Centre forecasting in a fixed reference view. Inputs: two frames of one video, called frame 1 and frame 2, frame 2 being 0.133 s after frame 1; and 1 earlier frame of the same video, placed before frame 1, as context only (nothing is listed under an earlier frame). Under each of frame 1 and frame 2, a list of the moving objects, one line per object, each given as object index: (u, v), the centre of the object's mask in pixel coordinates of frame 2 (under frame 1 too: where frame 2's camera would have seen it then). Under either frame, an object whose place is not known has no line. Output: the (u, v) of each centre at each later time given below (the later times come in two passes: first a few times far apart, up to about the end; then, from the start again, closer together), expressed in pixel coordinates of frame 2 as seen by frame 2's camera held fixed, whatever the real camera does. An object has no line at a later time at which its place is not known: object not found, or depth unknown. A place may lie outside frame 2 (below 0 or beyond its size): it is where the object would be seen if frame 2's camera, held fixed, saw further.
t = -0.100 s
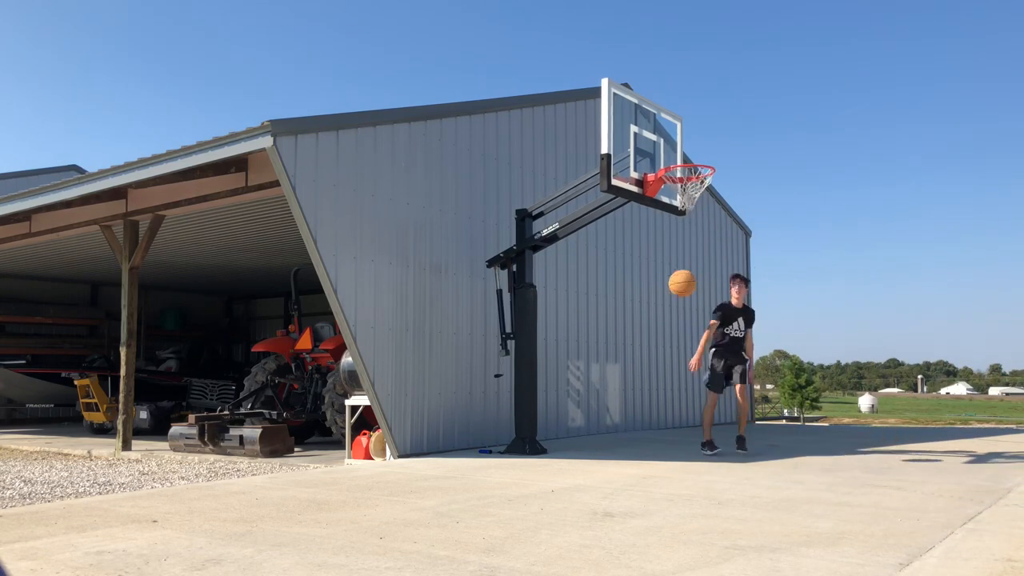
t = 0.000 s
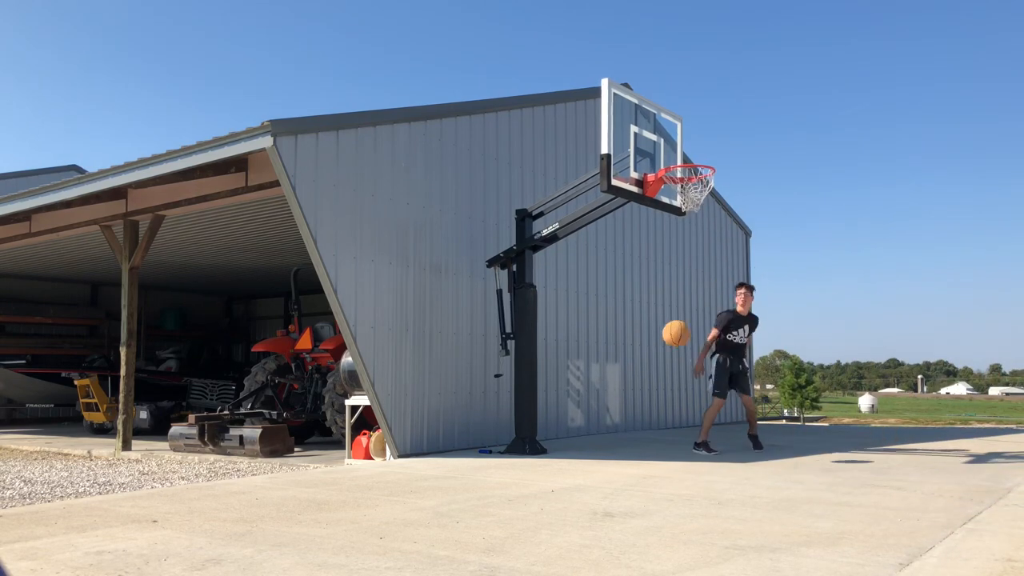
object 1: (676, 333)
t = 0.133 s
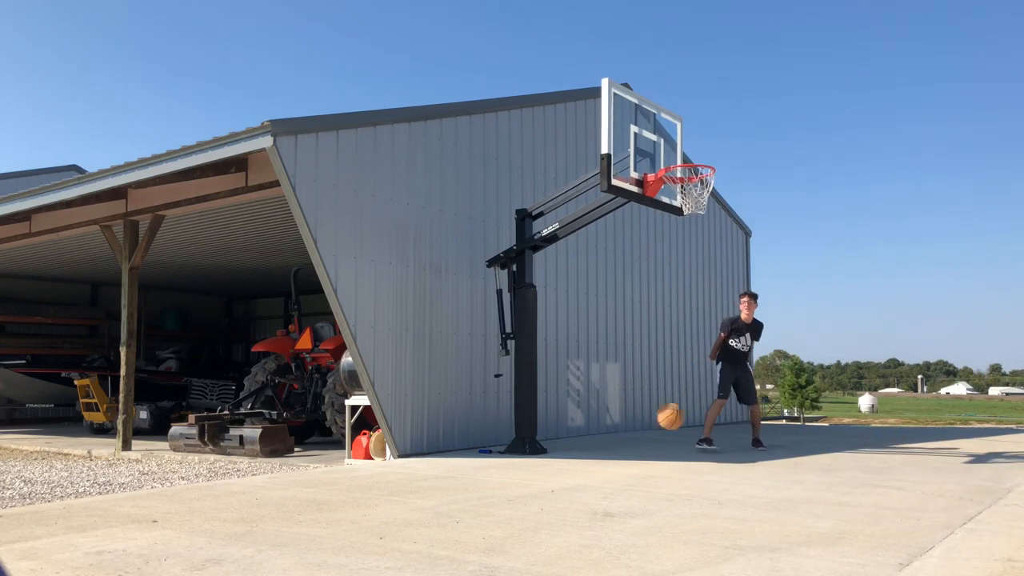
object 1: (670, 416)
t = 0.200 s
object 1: (666, 443)
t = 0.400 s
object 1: (643, 351)
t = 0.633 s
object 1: (620, 306)
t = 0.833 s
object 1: (602, 311)
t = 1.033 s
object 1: (588, 354)
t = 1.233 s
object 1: (574, 432)
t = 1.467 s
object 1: (564, 373)
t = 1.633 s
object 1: (558, 356)
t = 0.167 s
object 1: (669, 440)
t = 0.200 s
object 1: (666, 443)
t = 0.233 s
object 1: (662, 424)
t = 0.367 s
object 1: (646, 363)
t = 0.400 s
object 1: (643, 351)
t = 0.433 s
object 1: (640, 341)
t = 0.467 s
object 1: (636, 332)
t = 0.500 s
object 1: (632, 324)
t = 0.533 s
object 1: (629, 318)
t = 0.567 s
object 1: (626, 312)
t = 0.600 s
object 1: (623, 308)
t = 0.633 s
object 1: (620, 306)
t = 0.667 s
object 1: (617, 304)
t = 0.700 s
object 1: (614, 303)
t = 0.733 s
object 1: (611, 304)
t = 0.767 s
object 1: (608, 305)
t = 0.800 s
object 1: (605, 307)
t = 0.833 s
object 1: (602, 311)
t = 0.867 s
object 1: (600, 316)
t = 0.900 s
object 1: (597, 322)
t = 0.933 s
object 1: (595, 328)
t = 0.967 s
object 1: (592, 336)
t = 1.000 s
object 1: (590, 345)
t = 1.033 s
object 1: (588, 354)
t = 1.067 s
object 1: (585, 365)
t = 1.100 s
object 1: (583, 376)
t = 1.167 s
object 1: (579, 403)
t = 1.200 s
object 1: (577, 417)
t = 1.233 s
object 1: (574, 432)
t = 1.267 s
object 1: (573, 431)
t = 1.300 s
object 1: (571, 419)
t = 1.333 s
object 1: (570, 407)
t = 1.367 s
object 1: (568, 397)
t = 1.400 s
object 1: (567, 388)
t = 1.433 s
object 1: (566, 380)
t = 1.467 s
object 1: (564, 373)
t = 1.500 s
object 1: (563, 368)
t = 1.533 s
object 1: (561, 363)
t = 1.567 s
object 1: (560, 360)
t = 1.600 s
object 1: (559, 357)
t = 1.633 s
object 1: (558, 356)
